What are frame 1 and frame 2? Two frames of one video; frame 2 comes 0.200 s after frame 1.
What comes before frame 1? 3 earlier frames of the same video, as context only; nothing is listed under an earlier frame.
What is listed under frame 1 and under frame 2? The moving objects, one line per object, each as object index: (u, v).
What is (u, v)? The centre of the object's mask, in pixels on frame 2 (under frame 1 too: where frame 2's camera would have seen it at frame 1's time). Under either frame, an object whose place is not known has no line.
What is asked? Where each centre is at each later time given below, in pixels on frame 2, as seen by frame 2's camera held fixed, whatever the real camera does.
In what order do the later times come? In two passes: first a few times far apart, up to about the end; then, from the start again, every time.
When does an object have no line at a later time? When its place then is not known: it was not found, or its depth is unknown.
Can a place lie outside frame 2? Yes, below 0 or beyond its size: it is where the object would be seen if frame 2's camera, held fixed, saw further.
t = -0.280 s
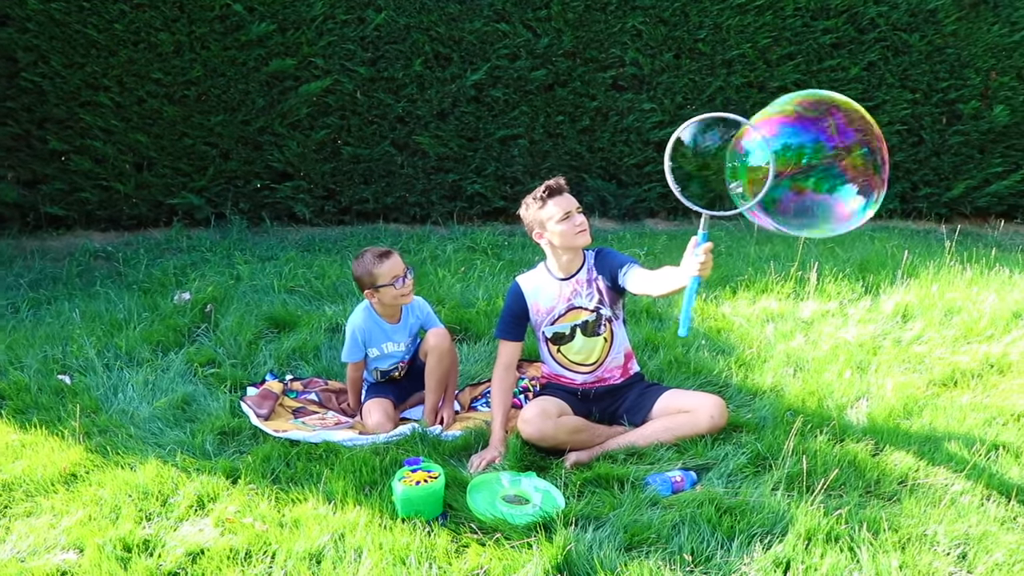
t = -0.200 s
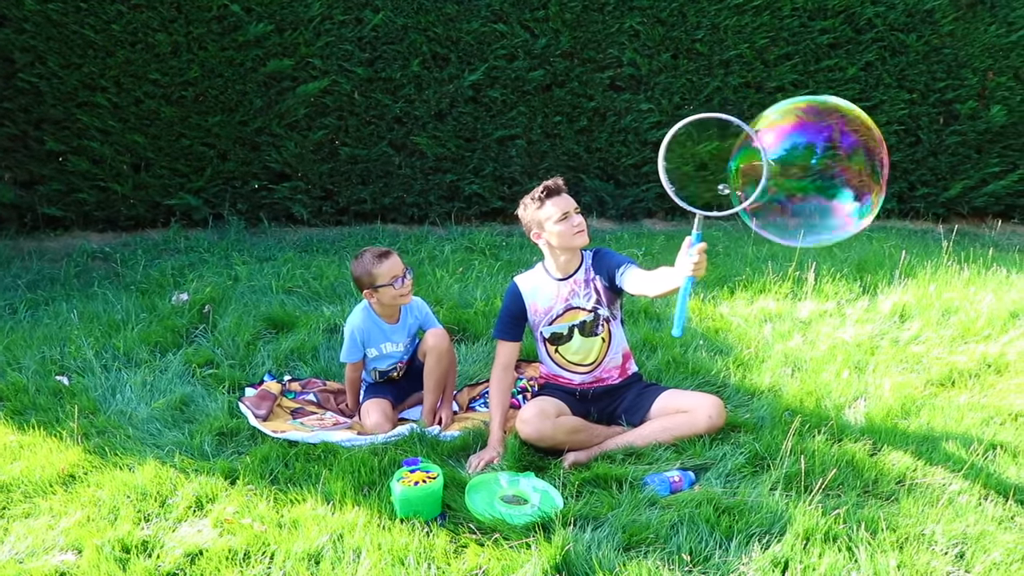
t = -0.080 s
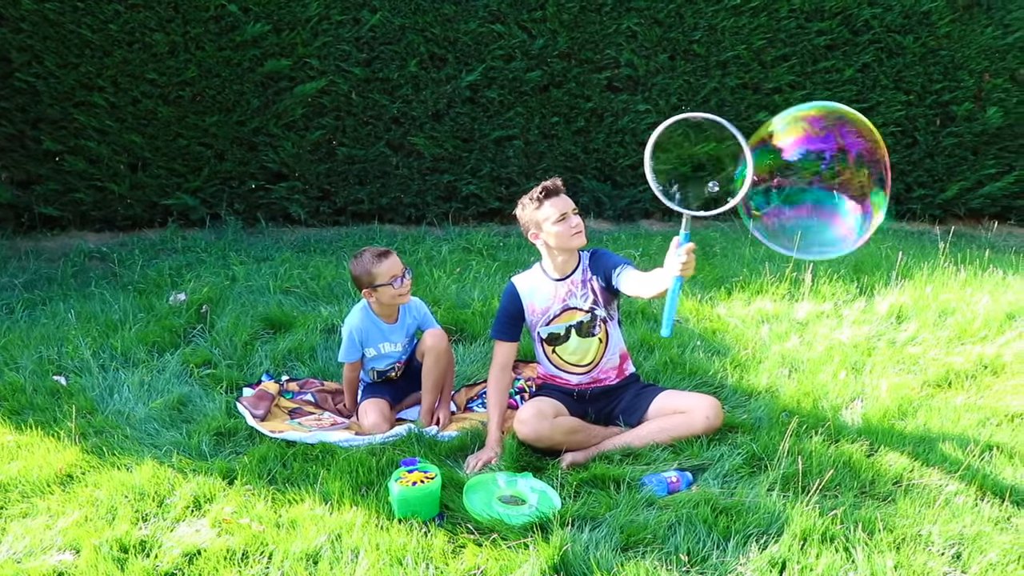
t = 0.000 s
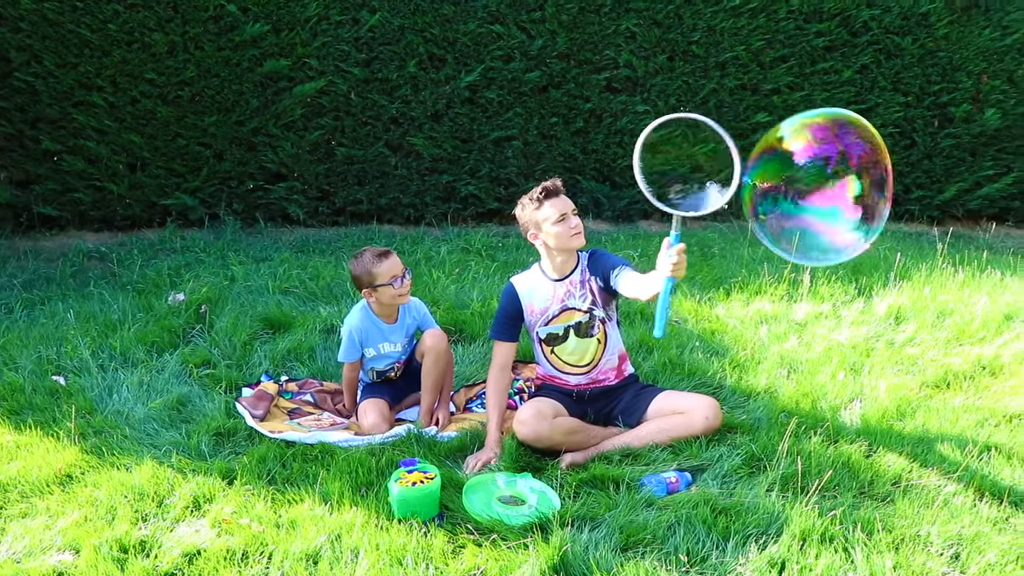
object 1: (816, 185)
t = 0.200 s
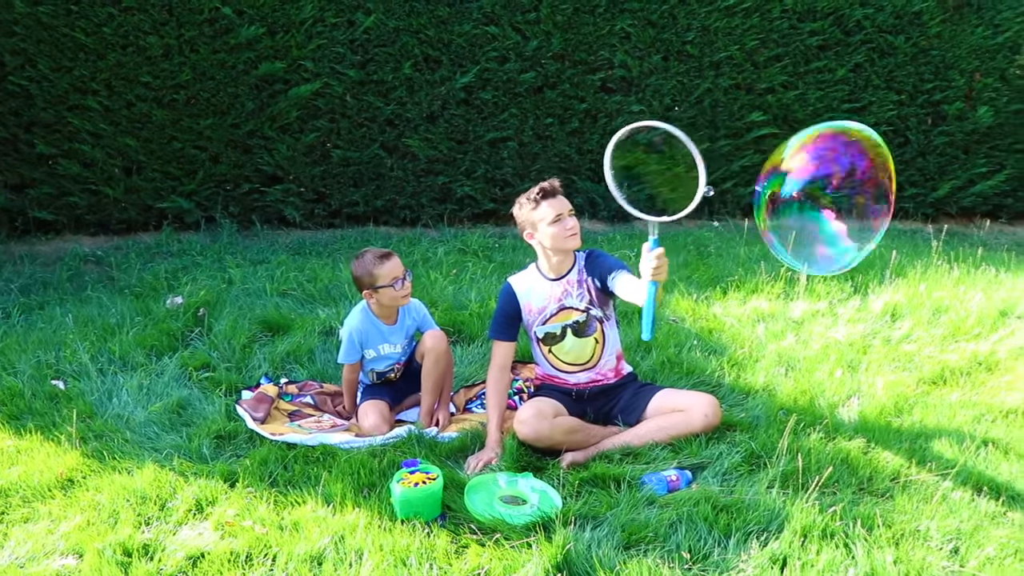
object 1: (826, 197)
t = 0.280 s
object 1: (827, 201)
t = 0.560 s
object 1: (835, 219)
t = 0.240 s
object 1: (827, 199)
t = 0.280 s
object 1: (827, 201)
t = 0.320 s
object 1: (827, 203)
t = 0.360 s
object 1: (828, 205)
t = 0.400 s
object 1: (829, 208)
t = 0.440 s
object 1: (830, 210)
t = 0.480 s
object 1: (831, 213)
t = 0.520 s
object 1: (834, 216)
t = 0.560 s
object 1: (835, 219)
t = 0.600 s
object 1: (837, 222)
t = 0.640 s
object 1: (838, 224)
